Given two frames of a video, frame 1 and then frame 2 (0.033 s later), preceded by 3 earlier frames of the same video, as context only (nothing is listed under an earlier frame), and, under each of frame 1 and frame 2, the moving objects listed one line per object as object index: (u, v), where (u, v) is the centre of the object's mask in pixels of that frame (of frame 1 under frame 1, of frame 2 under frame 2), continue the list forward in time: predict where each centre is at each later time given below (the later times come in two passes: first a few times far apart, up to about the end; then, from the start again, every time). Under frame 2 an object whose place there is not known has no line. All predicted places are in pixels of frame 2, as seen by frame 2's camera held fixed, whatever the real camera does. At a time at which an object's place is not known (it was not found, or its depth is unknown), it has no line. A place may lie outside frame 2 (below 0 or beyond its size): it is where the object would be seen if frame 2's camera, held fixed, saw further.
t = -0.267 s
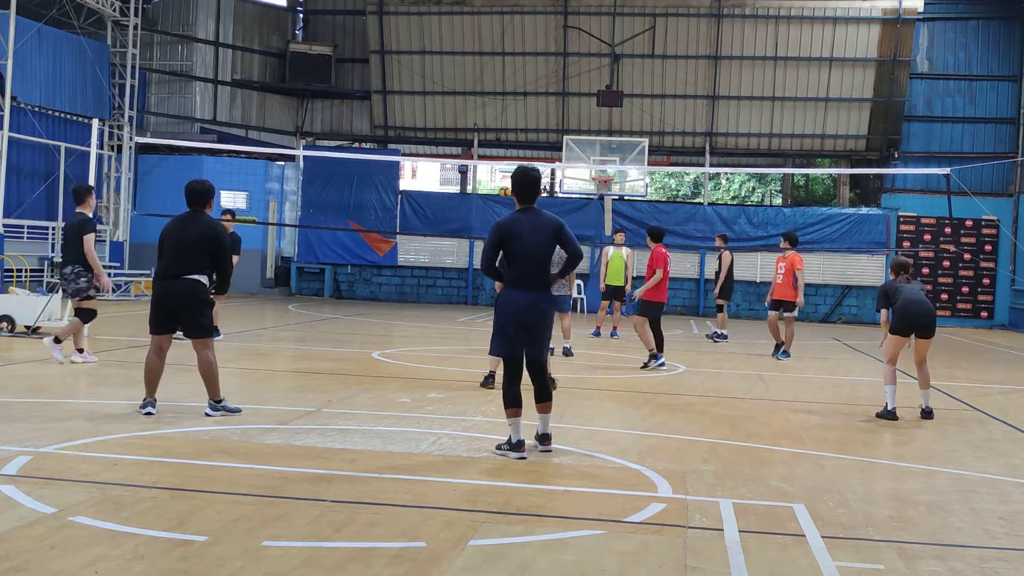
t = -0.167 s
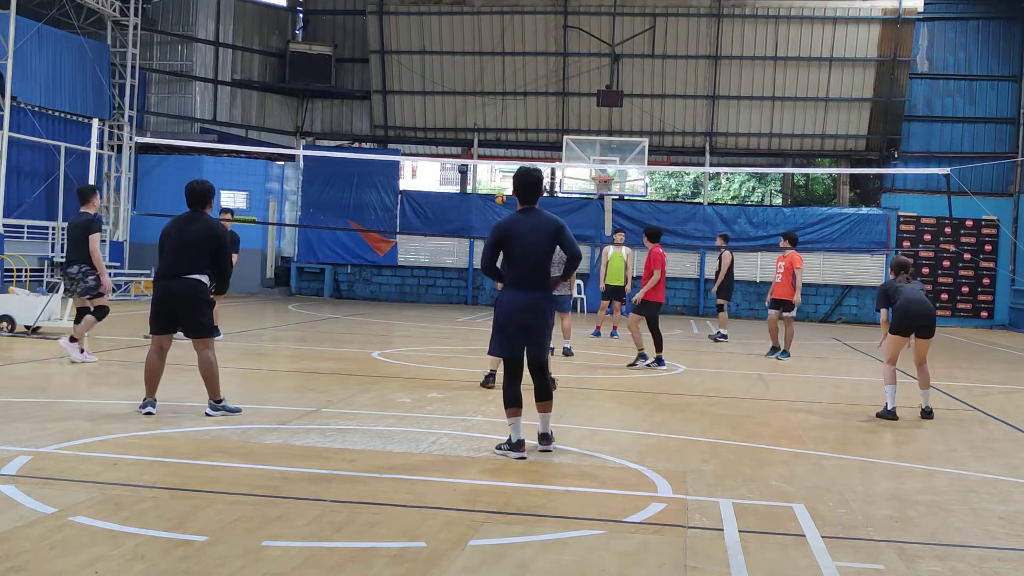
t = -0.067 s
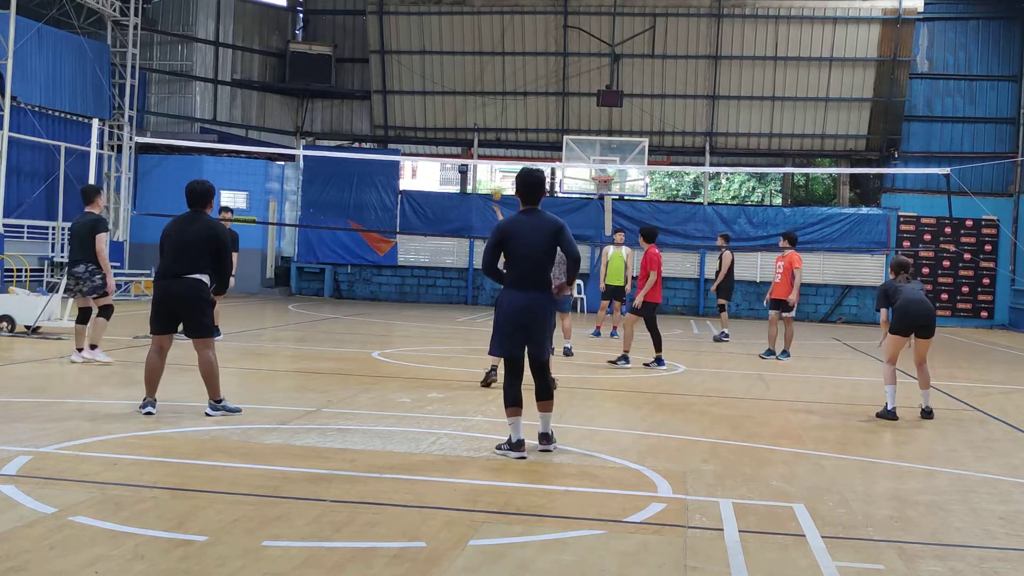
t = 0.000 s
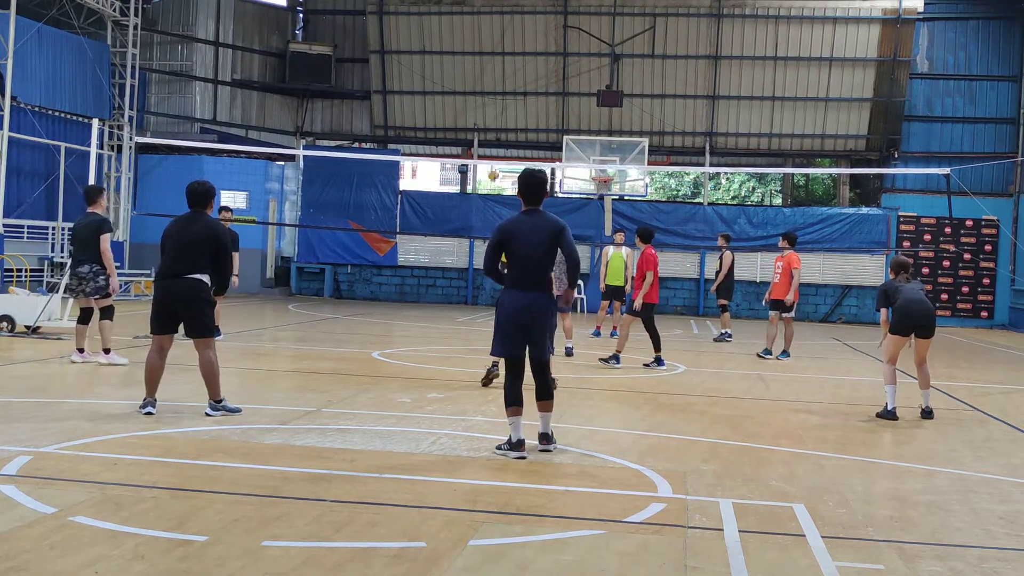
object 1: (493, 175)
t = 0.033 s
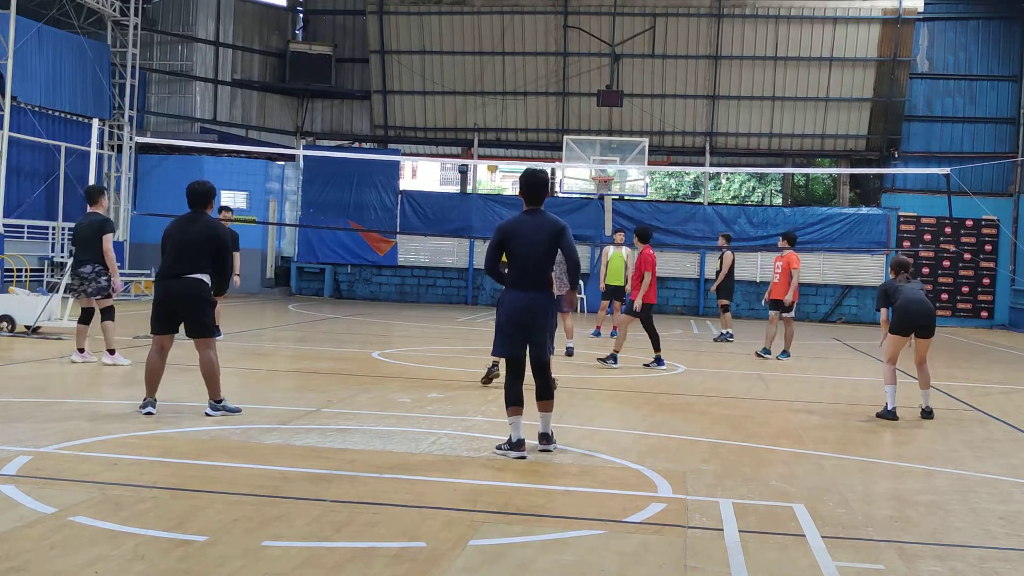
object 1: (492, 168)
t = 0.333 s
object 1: (479, 109)
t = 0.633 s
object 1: (458, 101)
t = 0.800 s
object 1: (443, 130)
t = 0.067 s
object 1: (491, 157)
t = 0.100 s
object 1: (490, 151)
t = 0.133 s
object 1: (488, 143)
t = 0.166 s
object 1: (487, 136)
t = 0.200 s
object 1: (485, 129)
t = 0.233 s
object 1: (484, 123)
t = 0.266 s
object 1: (482, 119)
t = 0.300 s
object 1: (480, 113)
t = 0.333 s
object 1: (479, 109)
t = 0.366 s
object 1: (477, 104)
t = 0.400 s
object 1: (475, 101)
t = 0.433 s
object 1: (473, 99)
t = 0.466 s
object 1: (471, 97)
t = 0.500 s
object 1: (469, 96)
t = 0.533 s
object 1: (467, 96)
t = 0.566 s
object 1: (464, 96)
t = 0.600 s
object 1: (461, 98)
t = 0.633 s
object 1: (458, 101)
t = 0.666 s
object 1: (455, 104)
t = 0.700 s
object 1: (452, 109)
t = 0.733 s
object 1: (449, 115)
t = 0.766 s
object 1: (446, 122)
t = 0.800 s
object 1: (443, 130)
